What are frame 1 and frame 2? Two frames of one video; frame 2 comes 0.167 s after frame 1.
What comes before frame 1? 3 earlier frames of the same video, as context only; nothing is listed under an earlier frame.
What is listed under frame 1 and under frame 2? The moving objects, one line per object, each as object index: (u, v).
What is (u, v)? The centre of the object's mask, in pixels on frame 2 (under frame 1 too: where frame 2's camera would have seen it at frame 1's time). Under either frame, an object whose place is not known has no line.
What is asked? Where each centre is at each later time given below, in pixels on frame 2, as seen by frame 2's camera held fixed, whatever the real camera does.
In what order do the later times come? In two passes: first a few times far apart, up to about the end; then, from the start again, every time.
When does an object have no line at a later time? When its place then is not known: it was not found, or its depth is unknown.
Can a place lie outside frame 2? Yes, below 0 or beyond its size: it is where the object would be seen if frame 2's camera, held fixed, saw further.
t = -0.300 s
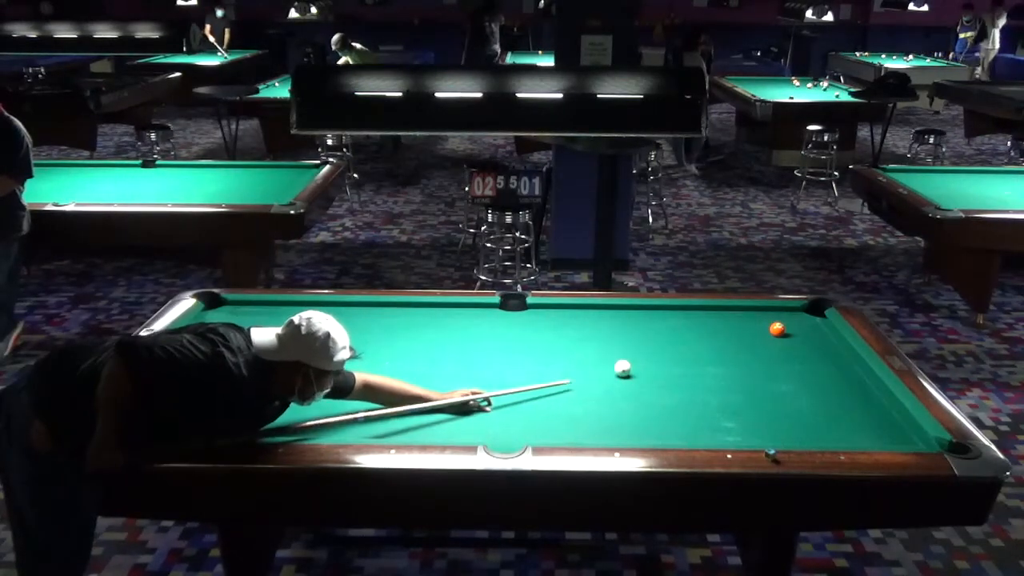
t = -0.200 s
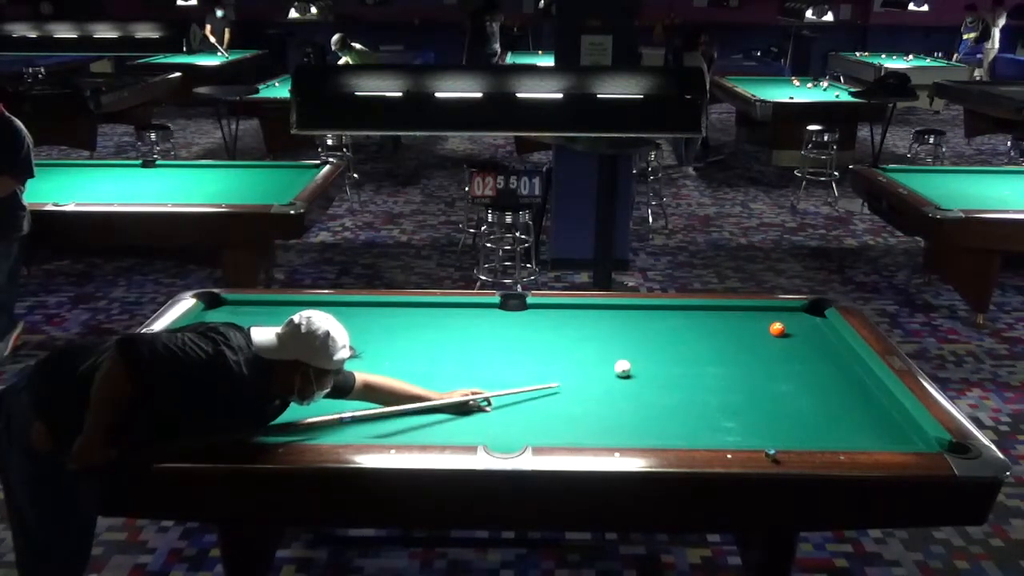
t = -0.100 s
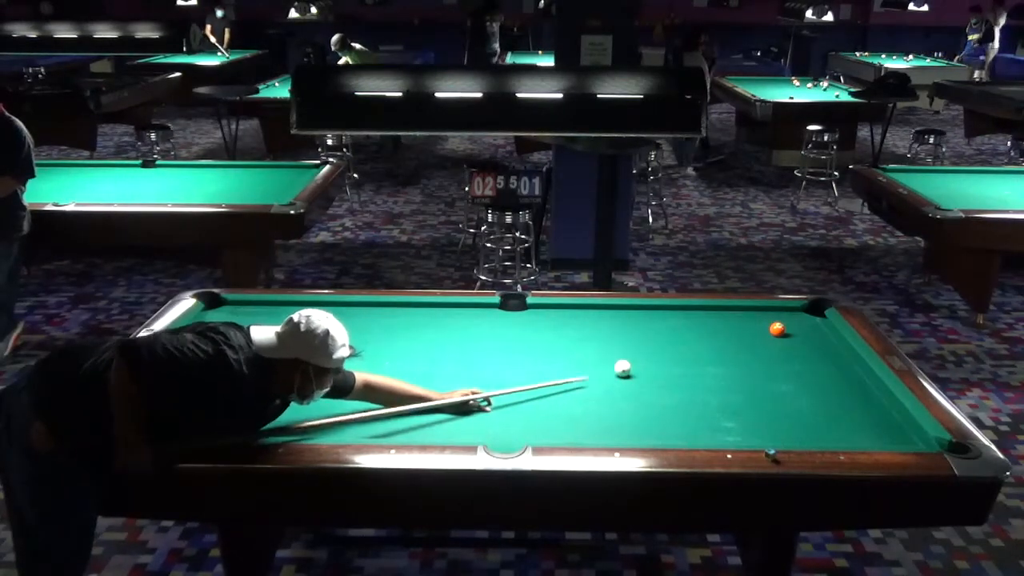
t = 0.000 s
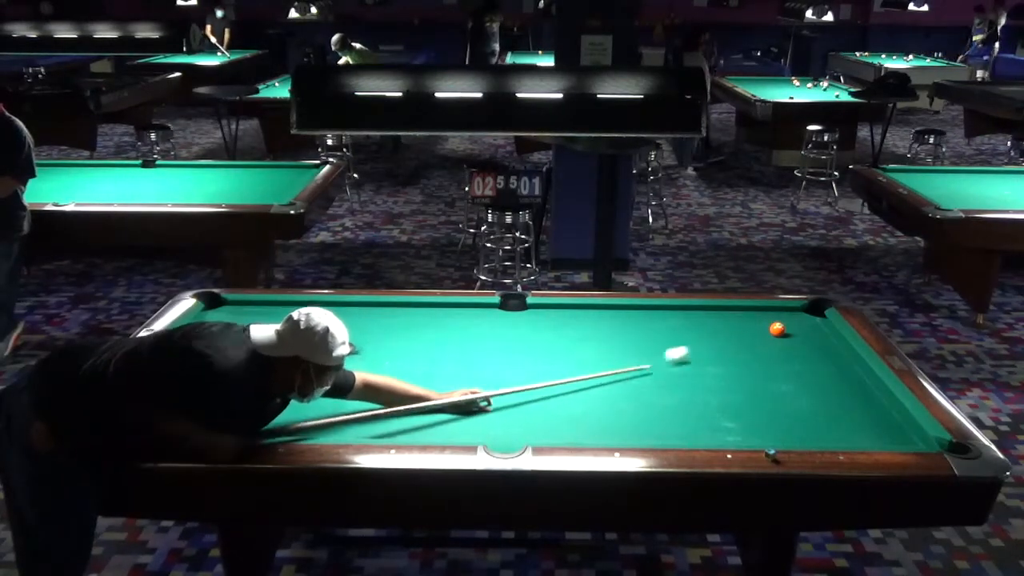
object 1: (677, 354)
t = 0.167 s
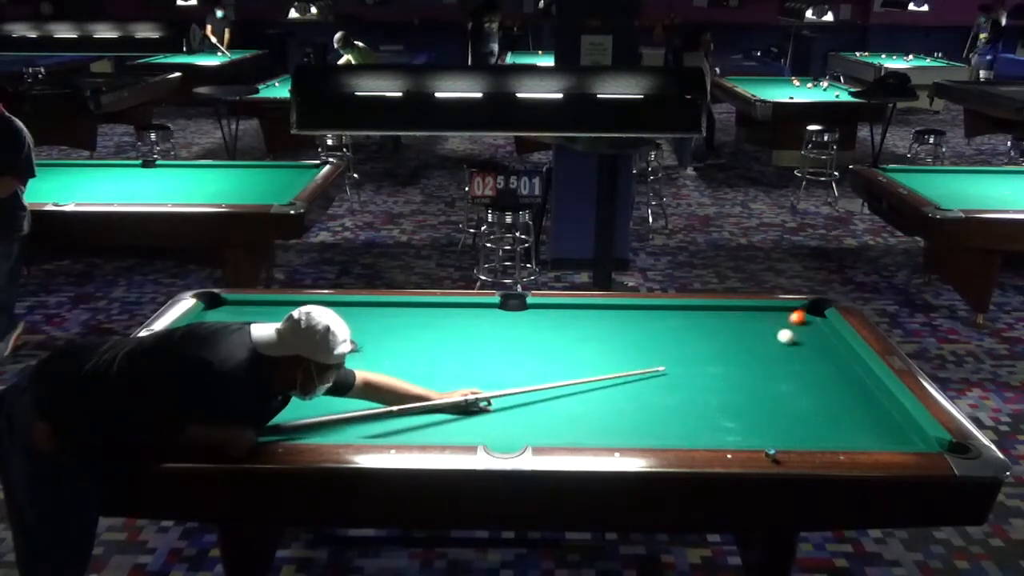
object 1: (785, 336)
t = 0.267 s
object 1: (817, 344)
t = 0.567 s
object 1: (828, 363)
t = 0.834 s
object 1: (804, 384)
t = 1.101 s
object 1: (778, 406)
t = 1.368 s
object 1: (750, 428)
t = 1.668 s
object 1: (706, 433)
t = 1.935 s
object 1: (659, 418)
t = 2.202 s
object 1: (618, 405)
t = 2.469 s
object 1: (580, 392)
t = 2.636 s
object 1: (558, 385)
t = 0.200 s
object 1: (796, 339)
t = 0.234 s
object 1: (806, 342)
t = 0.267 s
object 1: (817, 344)
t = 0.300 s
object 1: (827, 346)
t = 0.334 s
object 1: (837, 347)
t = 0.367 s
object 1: (847, 349)
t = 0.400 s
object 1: (843, 351)
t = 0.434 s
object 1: (839, 354)
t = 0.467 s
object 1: (836, 356)
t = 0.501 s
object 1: (834, 359)
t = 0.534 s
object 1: (831, 361)
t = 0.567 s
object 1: (828, 363)
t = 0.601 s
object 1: (825, 366)
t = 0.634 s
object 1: (822, 368)
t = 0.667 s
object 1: (819, 371)
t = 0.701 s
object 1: (816, 373)
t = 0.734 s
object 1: (813, 375)
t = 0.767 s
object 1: (810, 378)
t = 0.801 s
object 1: (807, 381)
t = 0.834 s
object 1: (804, 384)
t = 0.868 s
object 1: (801, 386)
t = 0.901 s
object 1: (797, 389)
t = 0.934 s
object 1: (794, 391)
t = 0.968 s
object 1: (791, 394)
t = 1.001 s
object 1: (788, 397)
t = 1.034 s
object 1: (785, 400)
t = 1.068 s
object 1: (781, 402)
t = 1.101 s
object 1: (778, 406)
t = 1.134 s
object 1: (775, 408)
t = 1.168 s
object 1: (771, 411)
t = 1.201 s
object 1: (768, 414)
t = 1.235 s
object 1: (764, 417)
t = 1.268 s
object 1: (761, 420)
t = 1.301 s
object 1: (757, 423)
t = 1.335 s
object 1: (754, 425)
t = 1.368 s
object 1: (750, 428)
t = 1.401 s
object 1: (747, 432)
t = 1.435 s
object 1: (743, 434)
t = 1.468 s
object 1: (739, 436)
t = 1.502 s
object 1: (735, 438)
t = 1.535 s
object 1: (730, 438)
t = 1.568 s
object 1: (723, 436)
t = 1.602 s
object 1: (717, 435)
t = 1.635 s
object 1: (711, 433)
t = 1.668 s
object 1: (706, 433)
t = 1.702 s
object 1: (700, 431)
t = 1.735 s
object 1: (694, 429)
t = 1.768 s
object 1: (688, 427)
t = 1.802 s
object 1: (682, 425)
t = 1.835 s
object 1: (676, 424)
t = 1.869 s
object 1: (670, 422)
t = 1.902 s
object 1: (665, 420)
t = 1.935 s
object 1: (659, 418)
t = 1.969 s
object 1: (654, 416)
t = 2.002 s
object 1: (649, 415)
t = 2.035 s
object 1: (643, 413)
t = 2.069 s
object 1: (638, 411)
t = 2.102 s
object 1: (633, 409)
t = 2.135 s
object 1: (628, 408)
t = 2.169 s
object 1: (623, 407)
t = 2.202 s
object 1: (618, 405)
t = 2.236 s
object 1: (613, 403)
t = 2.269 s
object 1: (608, 401)
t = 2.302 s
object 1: (603, 400)
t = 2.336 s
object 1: (599, 399)
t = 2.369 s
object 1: (594, 397)
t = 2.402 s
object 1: (589, 396)
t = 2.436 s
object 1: (585, 394)
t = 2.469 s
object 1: (580, 392)
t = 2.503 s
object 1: (576, 391)
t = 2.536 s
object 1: (571, 390)
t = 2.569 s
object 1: (567, 388)
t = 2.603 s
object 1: (563, 387)
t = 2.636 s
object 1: (558, 385)
